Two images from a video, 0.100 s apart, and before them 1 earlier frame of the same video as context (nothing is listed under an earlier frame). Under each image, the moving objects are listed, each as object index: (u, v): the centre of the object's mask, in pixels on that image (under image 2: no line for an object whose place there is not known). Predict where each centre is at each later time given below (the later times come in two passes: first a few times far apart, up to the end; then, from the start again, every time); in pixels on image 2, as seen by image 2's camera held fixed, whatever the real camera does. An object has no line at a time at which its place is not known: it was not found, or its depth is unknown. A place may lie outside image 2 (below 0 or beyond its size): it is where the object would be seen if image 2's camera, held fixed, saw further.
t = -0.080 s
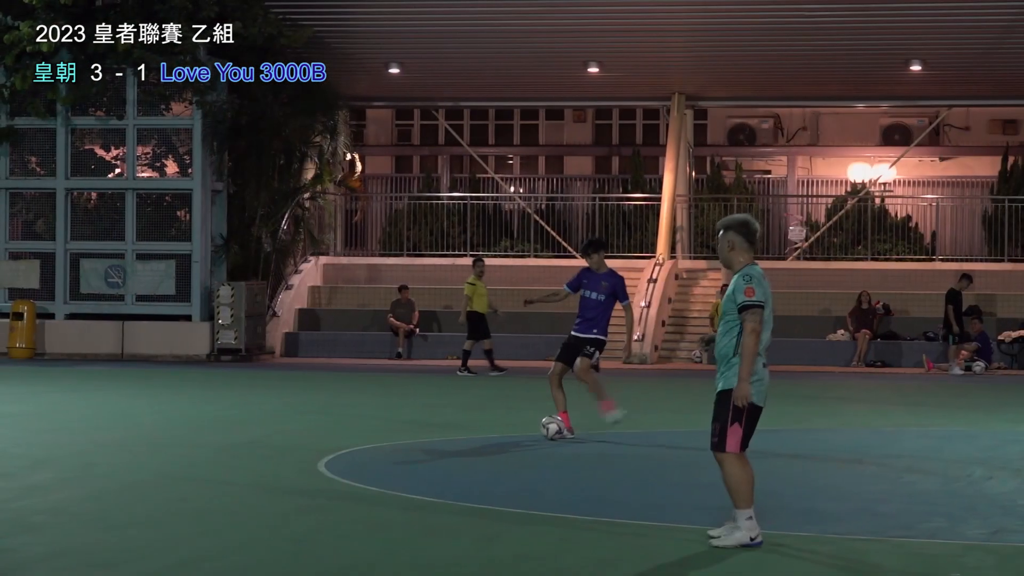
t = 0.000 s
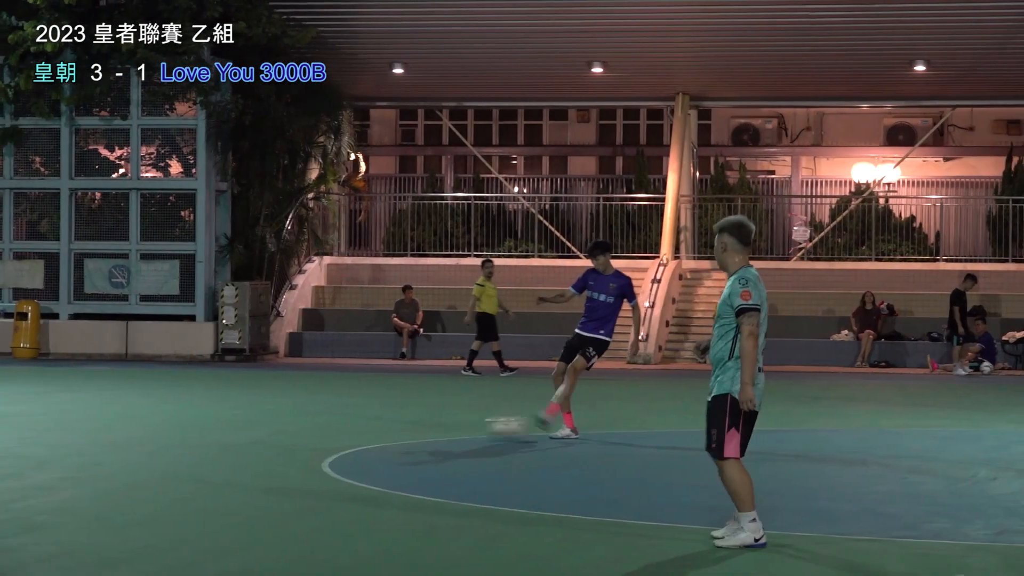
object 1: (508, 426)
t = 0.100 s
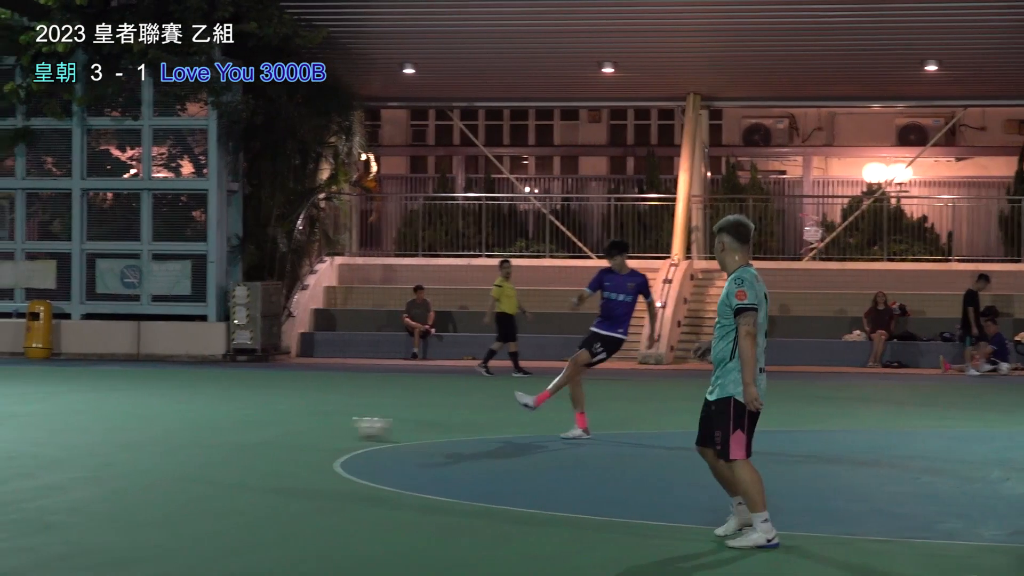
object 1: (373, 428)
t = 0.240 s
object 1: (181, 430)
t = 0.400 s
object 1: (-27, 434)
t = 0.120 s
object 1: (345, 427)
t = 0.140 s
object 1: (317, 427)
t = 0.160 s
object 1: (290, 427)
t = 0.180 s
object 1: (264, 428)
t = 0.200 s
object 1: (236, 428)
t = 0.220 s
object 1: (209, 428)
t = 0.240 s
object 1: (181, 430)
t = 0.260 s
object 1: (155, 430)
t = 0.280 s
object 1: (129, 429)
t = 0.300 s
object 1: (104, 429)
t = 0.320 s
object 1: (77, 429)
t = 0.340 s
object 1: (51, 430)
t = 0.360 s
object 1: (24, 432)
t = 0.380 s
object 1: (-2, 434)
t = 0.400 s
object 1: (-27, 434)
